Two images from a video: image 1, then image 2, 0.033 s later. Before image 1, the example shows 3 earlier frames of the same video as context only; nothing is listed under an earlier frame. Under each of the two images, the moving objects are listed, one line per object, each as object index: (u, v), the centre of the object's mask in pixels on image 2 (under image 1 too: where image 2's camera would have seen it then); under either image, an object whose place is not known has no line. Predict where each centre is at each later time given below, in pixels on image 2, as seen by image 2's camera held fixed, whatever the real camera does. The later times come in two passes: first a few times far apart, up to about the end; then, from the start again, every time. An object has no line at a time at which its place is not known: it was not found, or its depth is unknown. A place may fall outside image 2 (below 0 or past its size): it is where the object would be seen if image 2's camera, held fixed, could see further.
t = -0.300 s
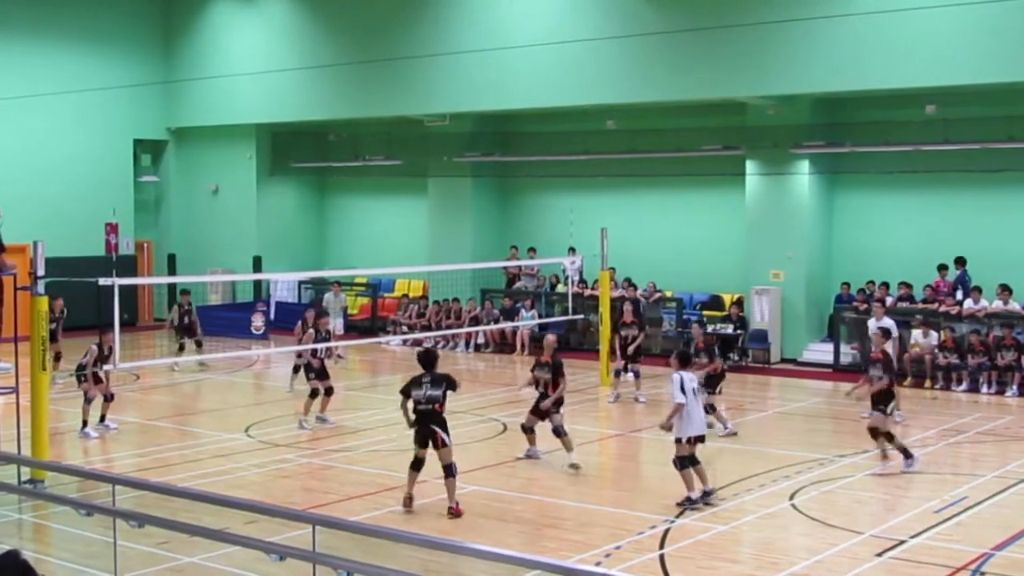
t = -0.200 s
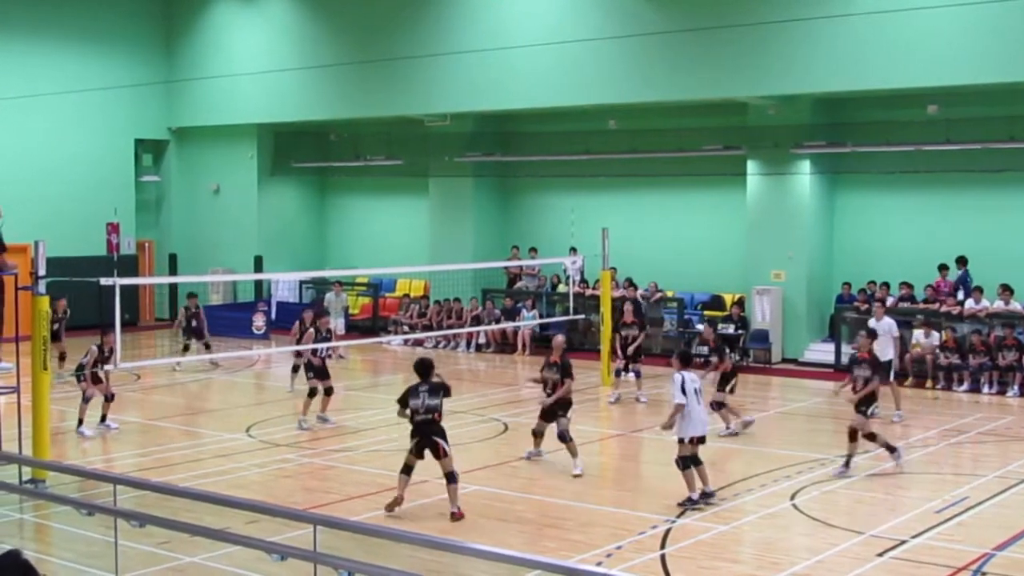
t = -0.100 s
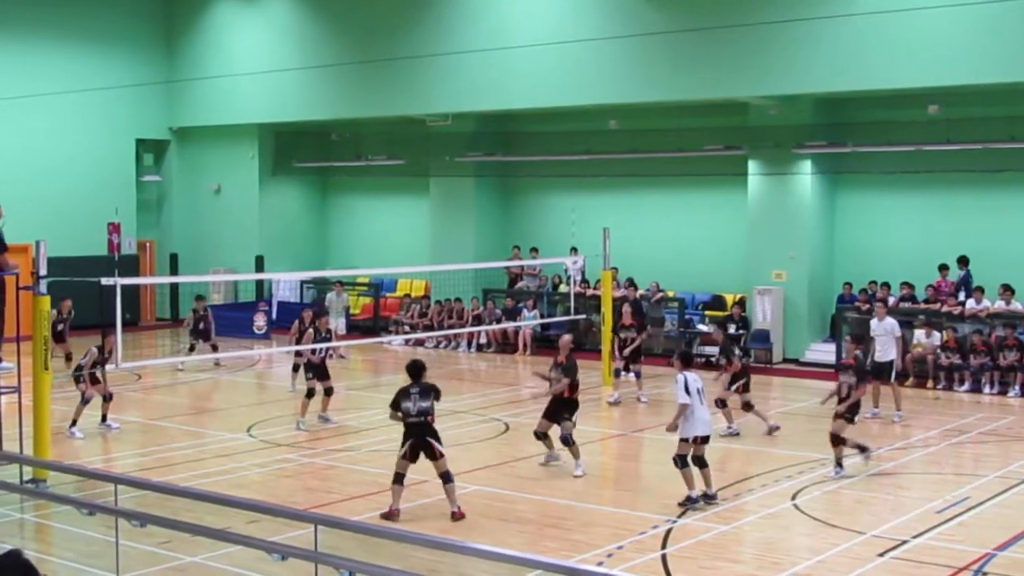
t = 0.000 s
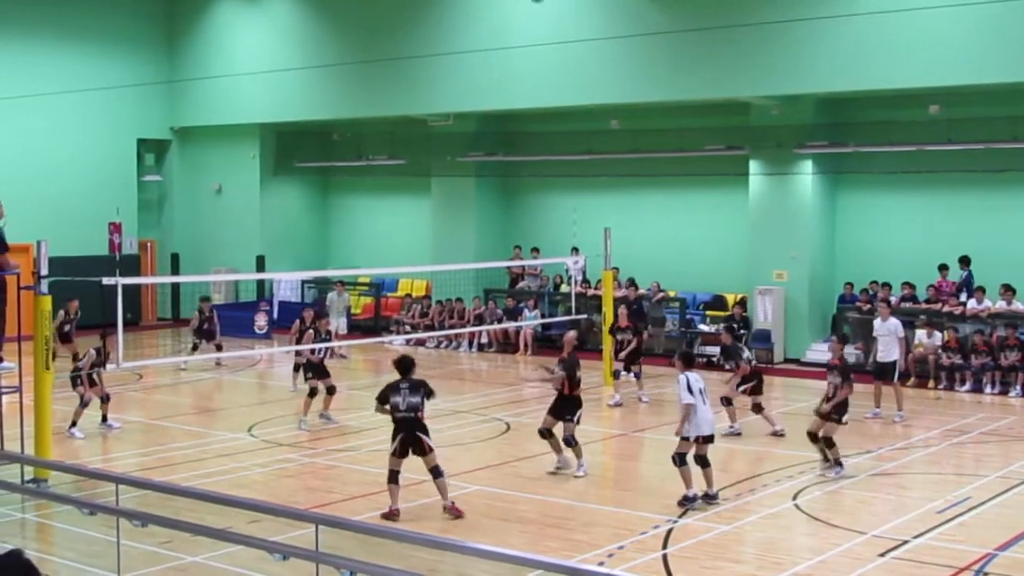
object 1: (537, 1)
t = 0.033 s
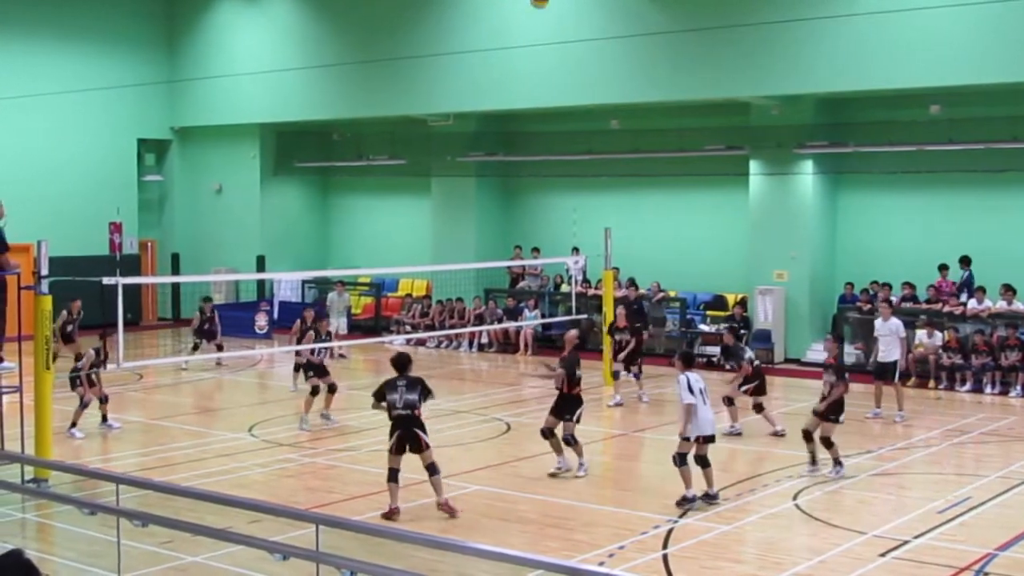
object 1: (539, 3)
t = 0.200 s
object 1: (548, 43)
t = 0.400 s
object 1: (556, 128)
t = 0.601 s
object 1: (565, 241)
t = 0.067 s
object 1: (541, 7)
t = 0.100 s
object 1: (543, 12)
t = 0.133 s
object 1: (545, 22)
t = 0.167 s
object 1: (546, 32)
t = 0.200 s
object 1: (548, 43)
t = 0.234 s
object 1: (549, 54)
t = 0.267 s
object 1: (551, 68)
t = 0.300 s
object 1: (553, 81)
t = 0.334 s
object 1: (554, 95)
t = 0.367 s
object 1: (554, 112)
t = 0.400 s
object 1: (556, 128)
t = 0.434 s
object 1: (557, 144)
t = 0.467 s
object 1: (559, 164)
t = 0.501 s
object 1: (561, 181)
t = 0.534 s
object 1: (563, 201)
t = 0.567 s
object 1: (564, 221)
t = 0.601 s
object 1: (565, 241)
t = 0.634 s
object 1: (564, 264)
